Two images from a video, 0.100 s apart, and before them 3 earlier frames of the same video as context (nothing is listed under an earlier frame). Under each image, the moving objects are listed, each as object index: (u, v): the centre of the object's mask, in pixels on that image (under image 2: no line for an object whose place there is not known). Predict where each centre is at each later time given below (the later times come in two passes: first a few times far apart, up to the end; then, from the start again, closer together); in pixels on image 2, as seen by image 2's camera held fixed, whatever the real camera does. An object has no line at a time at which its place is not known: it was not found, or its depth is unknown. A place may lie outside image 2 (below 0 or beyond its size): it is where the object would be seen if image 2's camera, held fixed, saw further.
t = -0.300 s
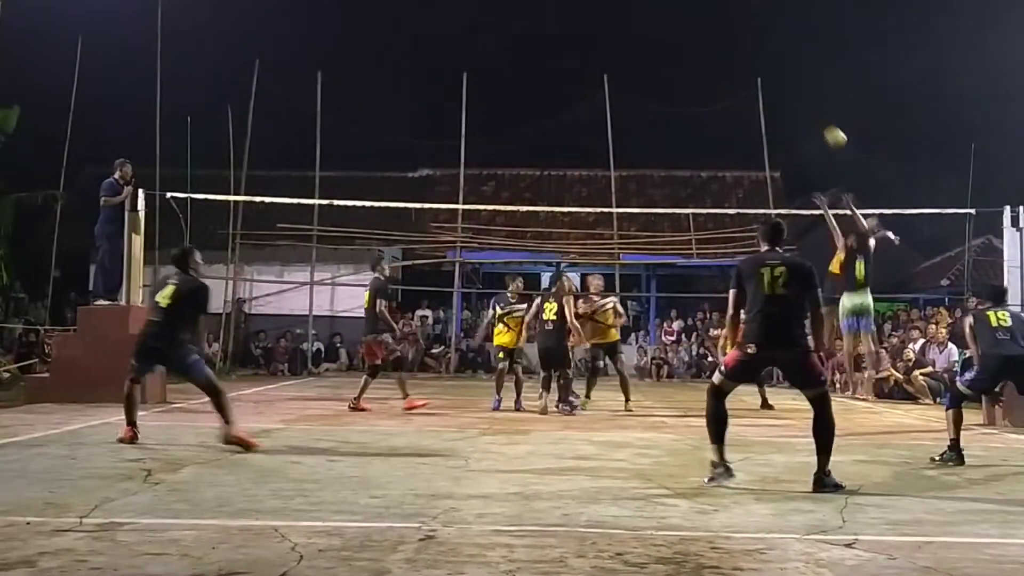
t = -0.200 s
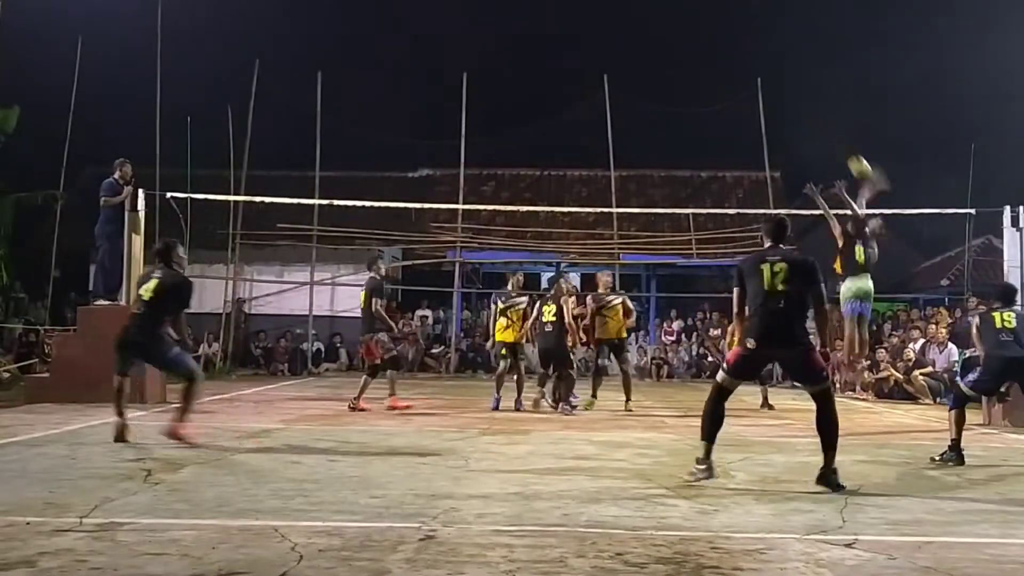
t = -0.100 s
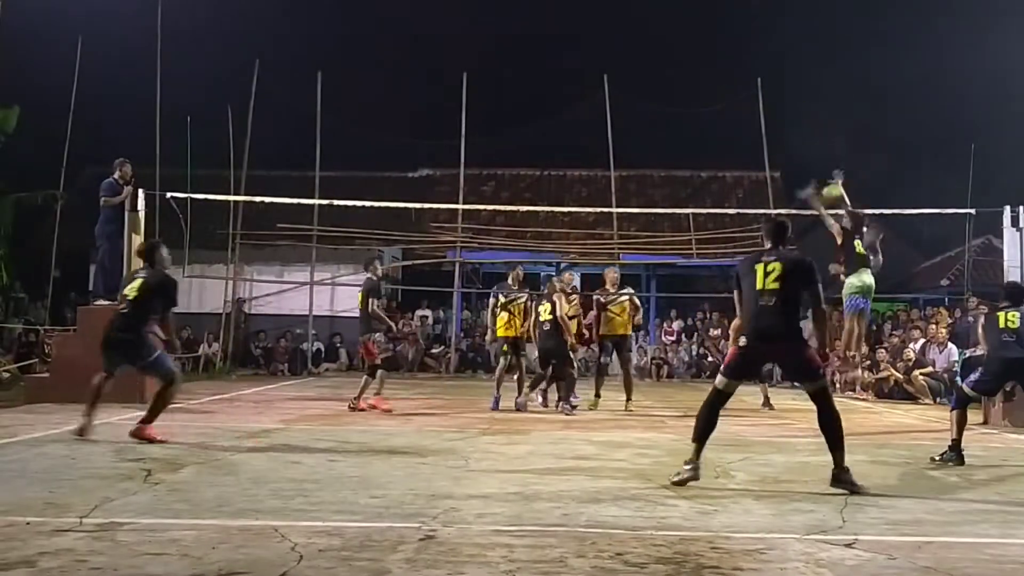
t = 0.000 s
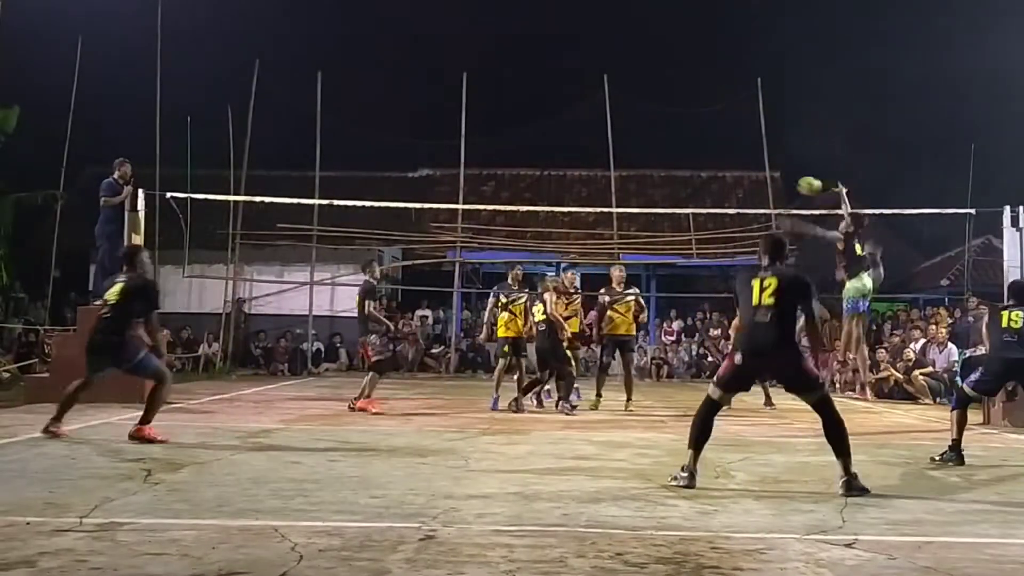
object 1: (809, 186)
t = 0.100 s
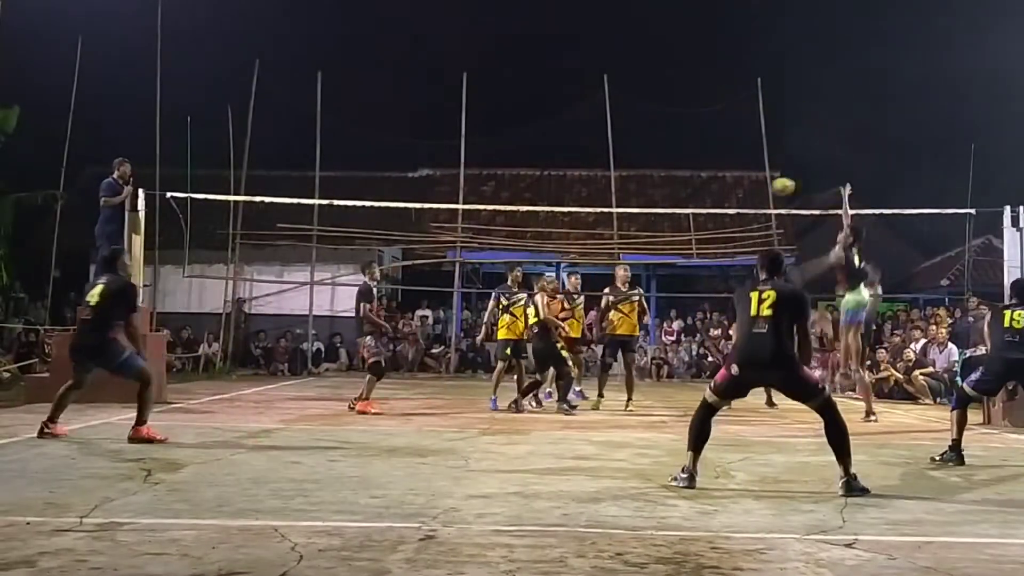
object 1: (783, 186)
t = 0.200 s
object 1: (756, 195)
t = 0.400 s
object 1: (722, 209)
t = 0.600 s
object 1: (702, 228)
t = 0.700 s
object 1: (692, 251)
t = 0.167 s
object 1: (764, 192)
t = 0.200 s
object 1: (756, 195)
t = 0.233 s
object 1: (746, 200)
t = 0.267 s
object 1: (739, 204)
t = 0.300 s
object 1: (734, 206)
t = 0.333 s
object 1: (730, 208)
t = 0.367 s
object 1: (726, 208)
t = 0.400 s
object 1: (722, 209)
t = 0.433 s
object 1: (719, 210)
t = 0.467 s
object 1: (716, 212)
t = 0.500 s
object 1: (712, 215)
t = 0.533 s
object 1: (708, 219)
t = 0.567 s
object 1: (705, 222)
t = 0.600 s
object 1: (702, 228)
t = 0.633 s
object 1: (698, 235)
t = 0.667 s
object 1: (695, 243)
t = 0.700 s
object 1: (692, 251)
